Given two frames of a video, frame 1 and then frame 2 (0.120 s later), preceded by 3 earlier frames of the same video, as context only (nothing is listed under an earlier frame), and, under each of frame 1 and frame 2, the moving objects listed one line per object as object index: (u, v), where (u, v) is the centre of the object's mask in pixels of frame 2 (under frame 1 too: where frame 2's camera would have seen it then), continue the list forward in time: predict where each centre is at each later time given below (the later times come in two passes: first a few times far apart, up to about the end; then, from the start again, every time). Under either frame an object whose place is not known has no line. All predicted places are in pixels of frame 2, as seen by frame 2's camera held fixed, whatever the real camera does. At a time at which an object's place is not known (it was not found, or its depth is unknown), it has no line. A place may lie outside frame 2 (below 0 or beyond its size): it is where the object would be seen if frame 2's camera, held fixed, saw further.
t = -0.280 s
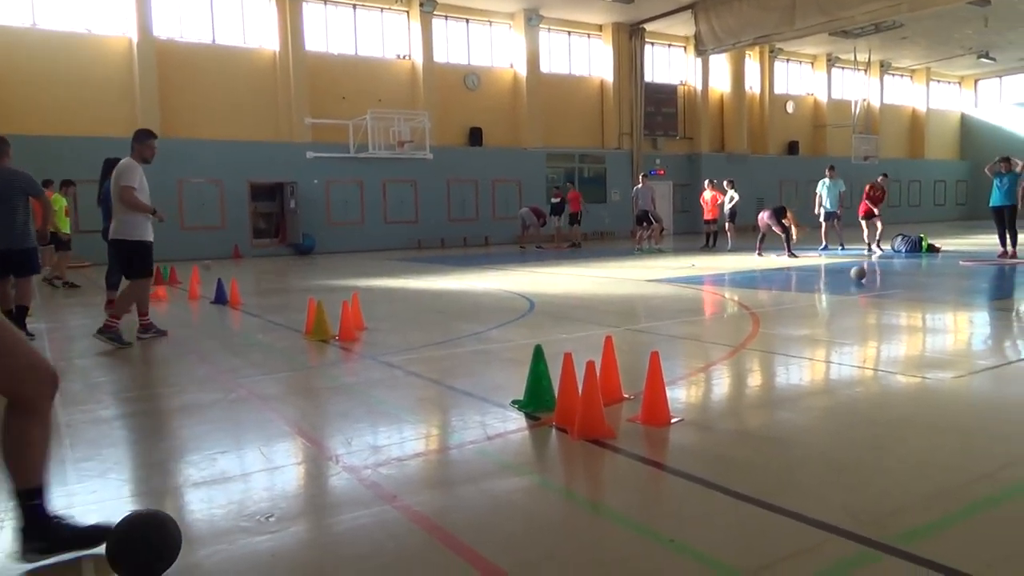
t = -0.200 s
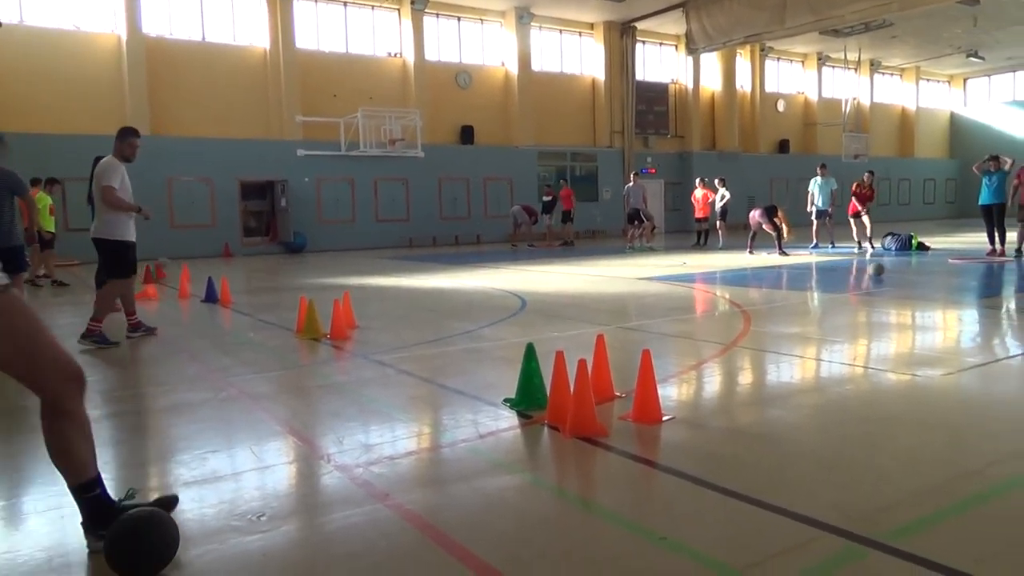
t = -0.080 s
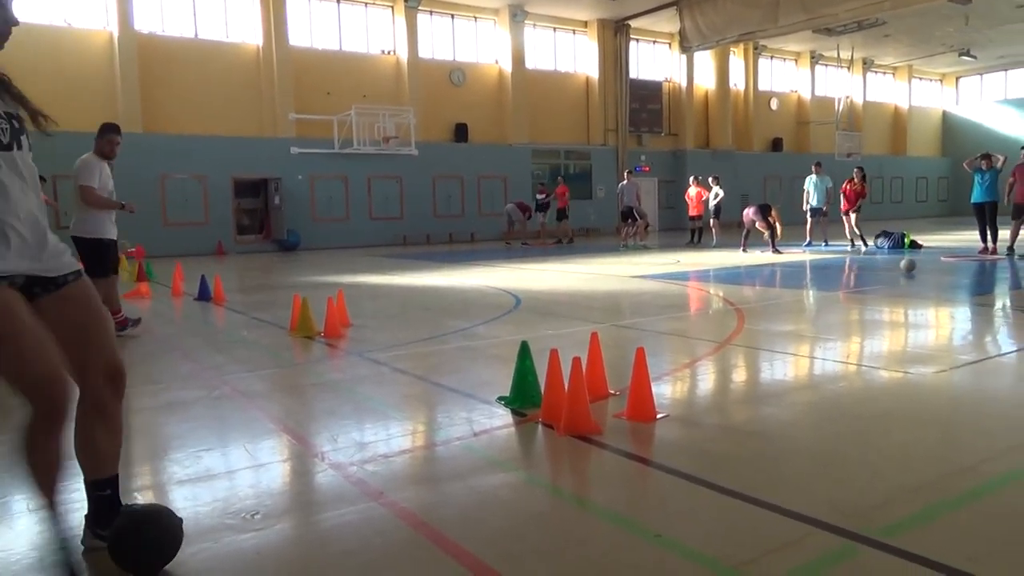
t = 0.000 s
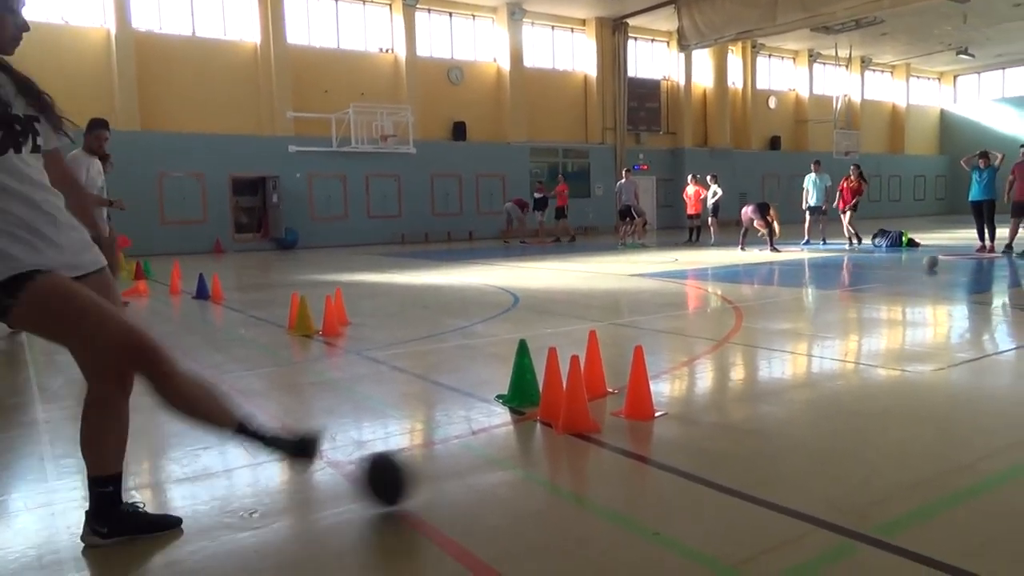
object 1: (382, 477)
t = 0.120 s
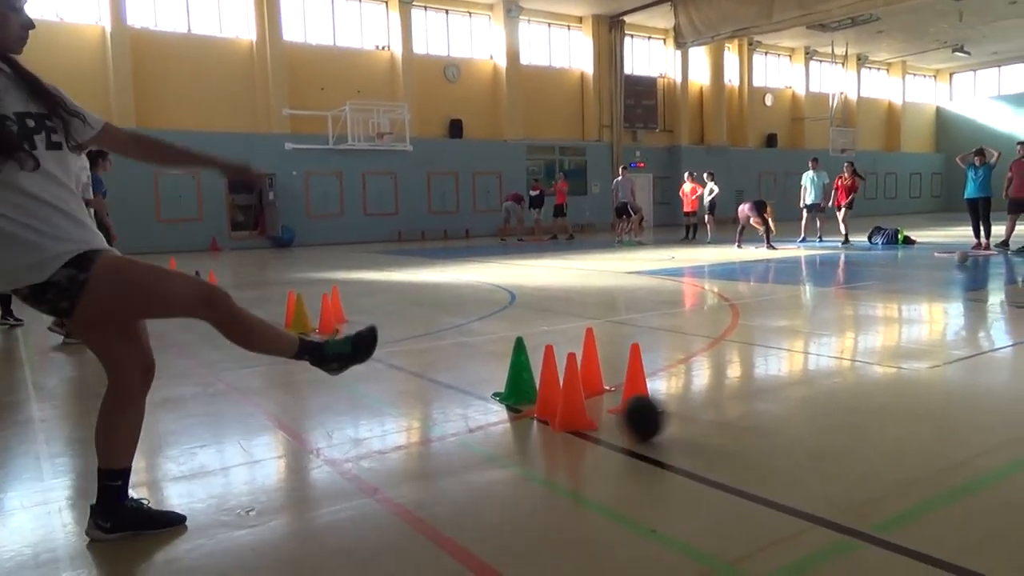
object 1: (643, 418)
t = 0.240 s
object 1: (800, 376)
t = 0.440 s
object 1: (959, 338)
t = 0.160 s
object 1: (703, 401)
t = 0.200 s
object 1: (756, 390)
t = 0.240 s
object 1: (800, 376)
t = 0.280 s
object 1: (840, 366)
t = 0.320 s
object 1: (876, 358)
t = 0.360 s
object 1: (907, 351)
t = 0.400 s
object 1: (934, 345)
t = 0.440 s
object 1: (959, 338)
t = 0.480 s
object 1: (981, 332)
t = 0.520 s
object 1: (1001, 327)
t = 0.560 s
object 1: (1019, 321)
